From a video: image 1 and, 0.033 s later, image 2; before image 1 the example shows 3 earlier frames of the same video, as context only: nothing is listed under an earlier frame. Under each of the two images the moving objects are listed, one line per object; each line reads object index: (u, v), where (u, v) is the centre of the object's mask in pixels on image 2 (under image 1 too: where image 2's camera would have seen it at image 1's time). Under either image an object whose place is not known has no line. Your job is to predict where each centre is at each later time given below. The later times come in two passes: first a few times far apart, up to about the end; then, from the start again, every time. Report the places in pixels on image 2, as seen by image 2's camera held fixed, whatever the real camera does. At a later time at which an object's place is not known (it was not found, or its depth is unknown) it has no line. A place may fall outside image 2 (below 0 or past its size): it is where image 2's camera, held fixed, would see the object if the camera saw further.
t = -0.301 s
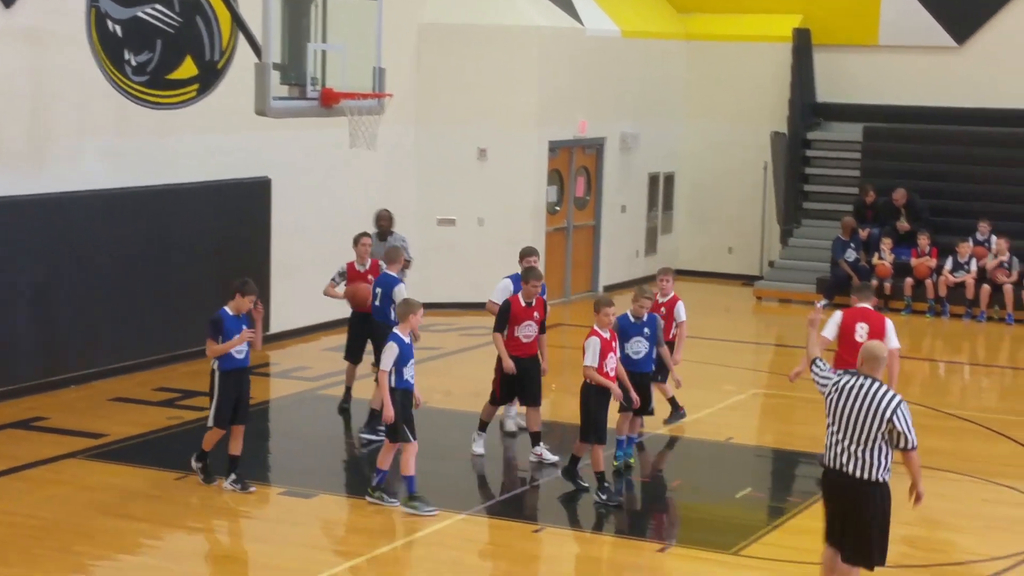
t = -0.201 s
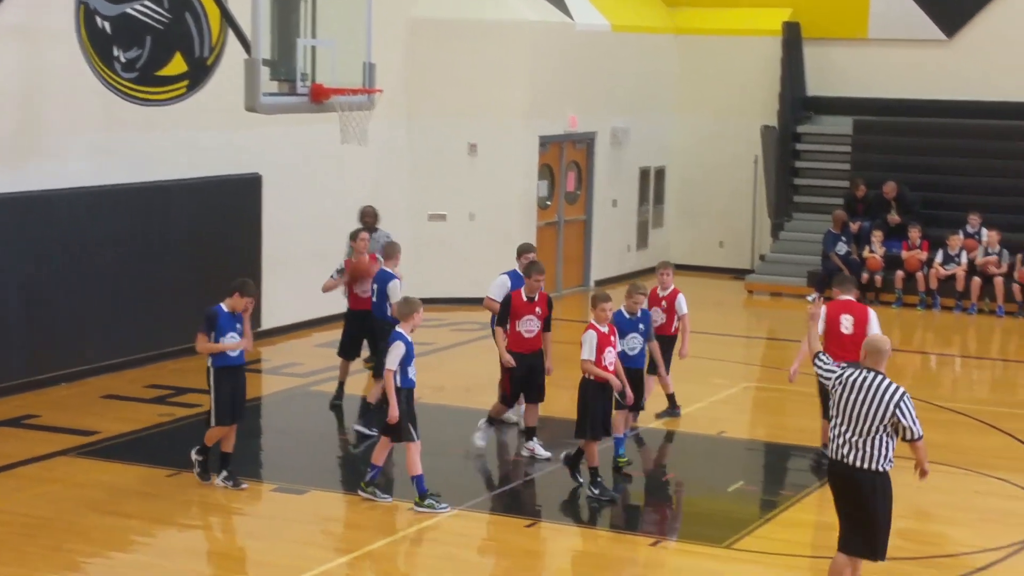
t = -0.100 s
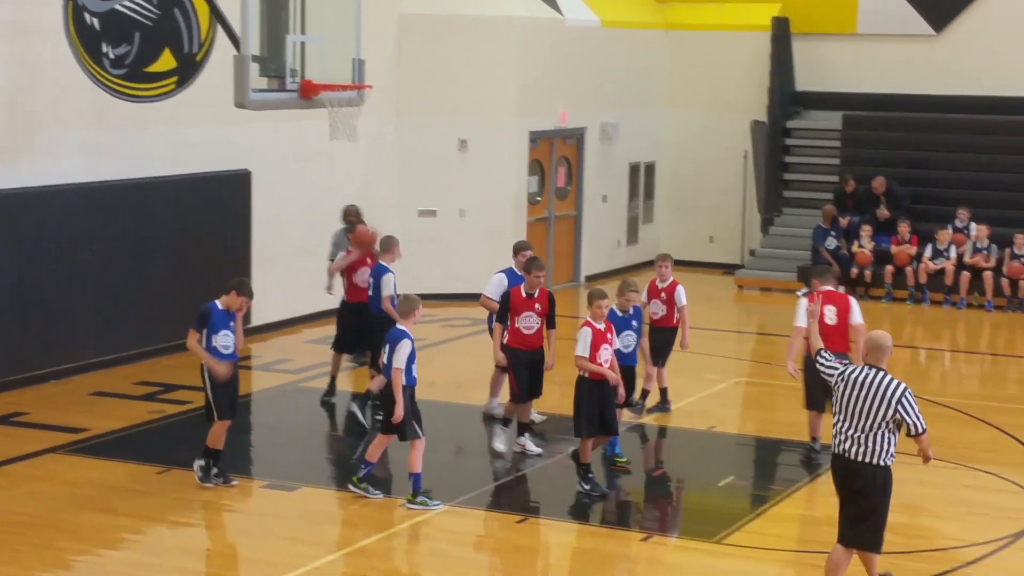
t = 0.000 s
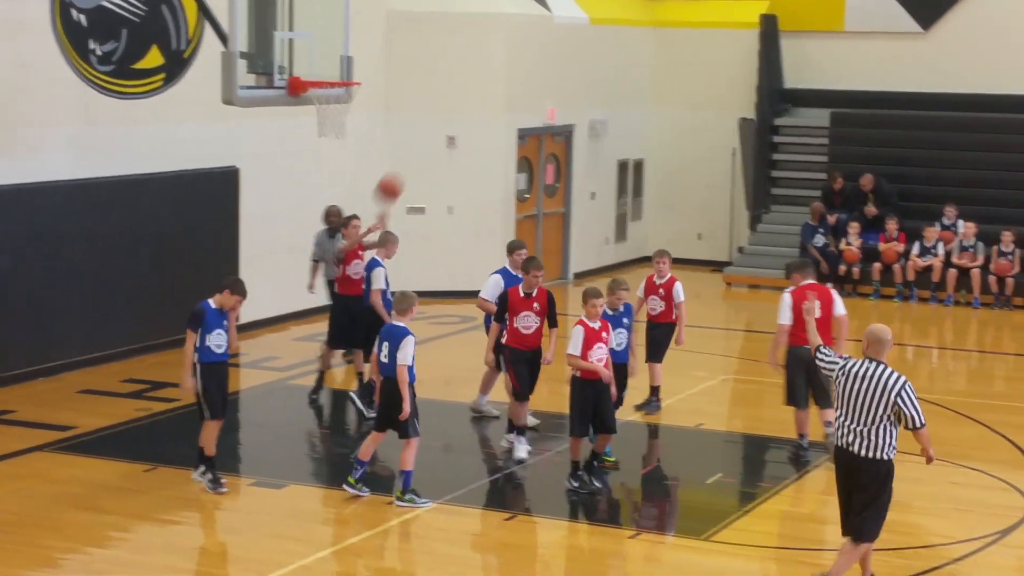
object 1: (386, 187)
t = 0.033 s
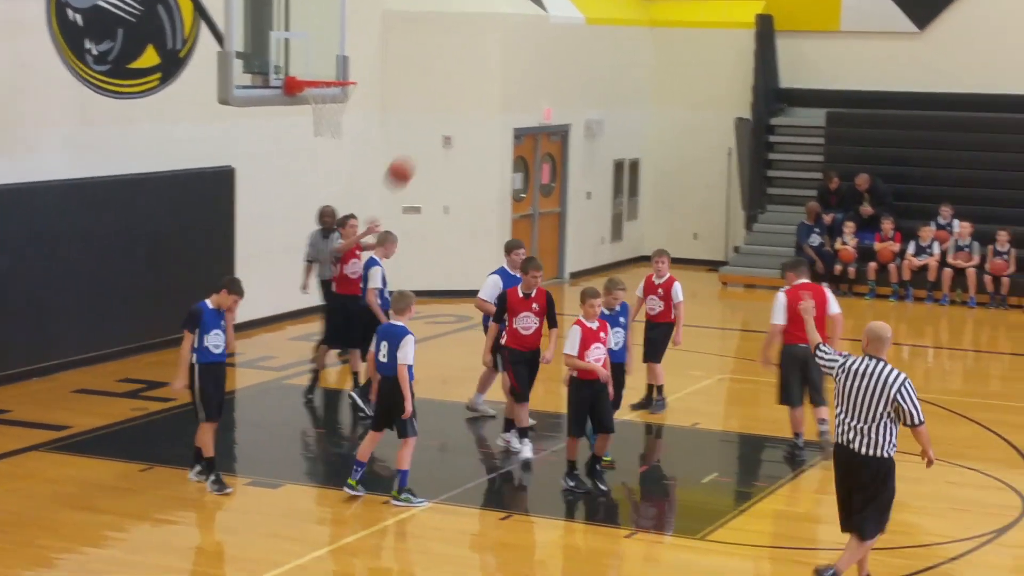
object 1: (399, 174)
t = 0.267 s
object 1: (513, 90)
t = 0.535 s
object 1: (660, 64)
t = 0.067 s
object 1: (414, 159)
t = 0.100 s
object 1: (432, 144)
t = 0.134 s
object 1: (447, 131)
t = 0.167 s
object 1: (464, 119)
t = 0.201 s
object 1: (480, 108)
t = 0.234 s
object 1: (497, 98)
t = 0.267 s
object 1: (513, 90)
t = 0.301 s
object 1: (531, 82)
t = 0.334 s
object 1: (549, 76)
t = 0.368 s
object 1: (567, 71)
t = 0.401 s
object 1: (585, 67)
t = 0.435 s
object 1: (604, 64)
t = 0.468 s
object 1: (622, 62)
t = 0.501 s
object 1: (641, 62)
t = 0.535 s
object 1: (660, 64)
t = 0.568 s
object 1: (679, 67)
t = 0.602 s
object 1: (699, 71)
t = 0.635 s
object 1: (719, 77)
